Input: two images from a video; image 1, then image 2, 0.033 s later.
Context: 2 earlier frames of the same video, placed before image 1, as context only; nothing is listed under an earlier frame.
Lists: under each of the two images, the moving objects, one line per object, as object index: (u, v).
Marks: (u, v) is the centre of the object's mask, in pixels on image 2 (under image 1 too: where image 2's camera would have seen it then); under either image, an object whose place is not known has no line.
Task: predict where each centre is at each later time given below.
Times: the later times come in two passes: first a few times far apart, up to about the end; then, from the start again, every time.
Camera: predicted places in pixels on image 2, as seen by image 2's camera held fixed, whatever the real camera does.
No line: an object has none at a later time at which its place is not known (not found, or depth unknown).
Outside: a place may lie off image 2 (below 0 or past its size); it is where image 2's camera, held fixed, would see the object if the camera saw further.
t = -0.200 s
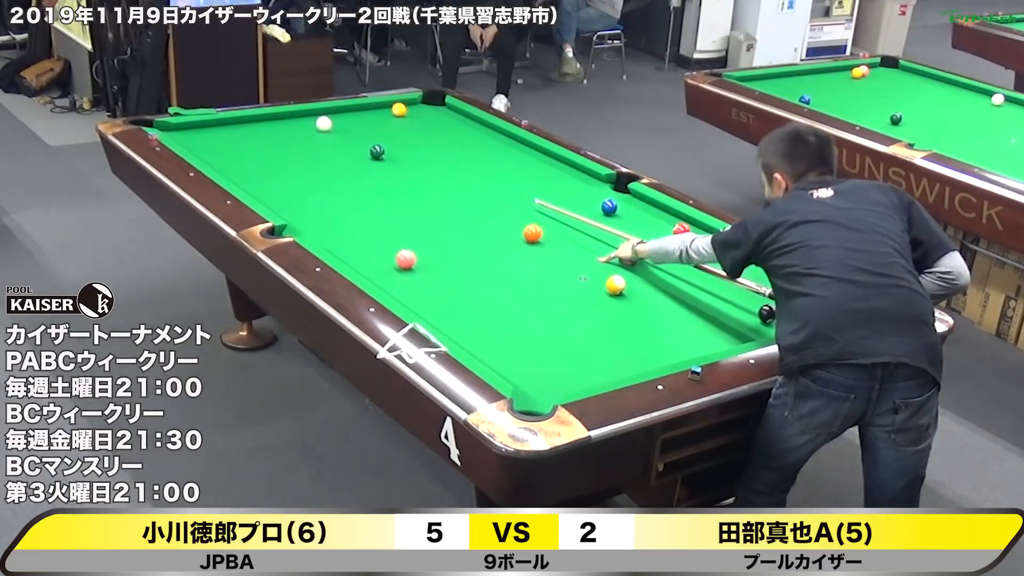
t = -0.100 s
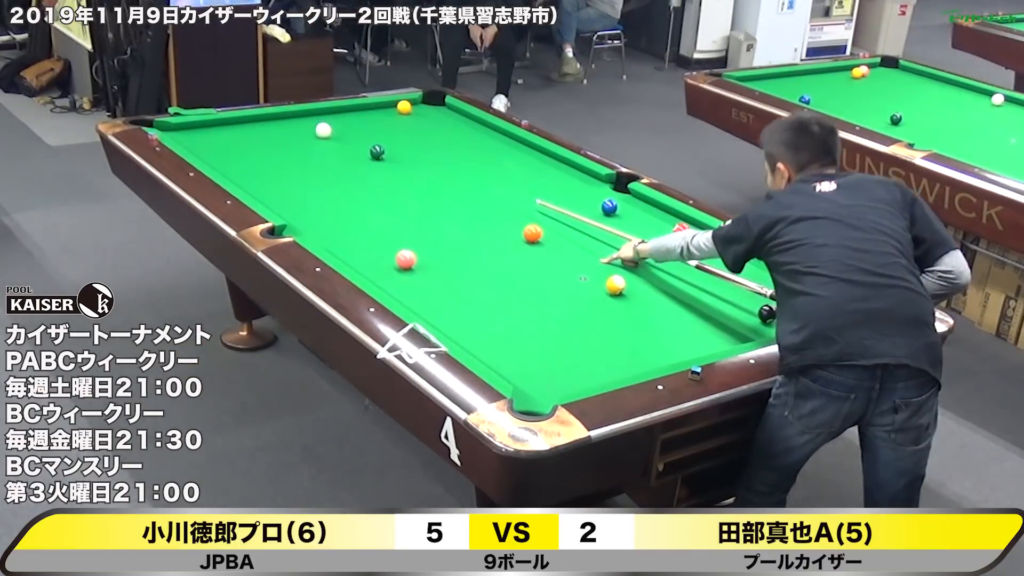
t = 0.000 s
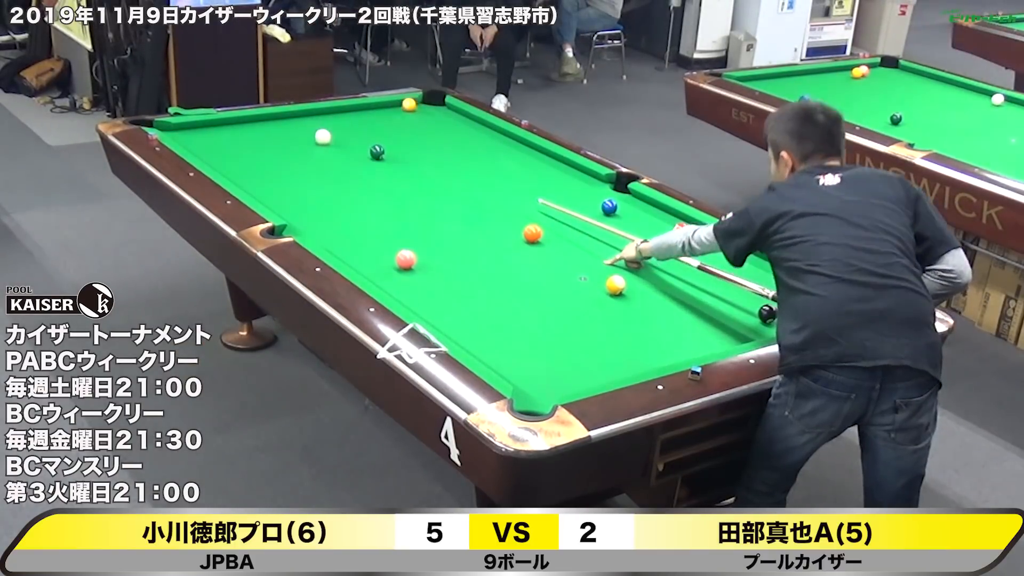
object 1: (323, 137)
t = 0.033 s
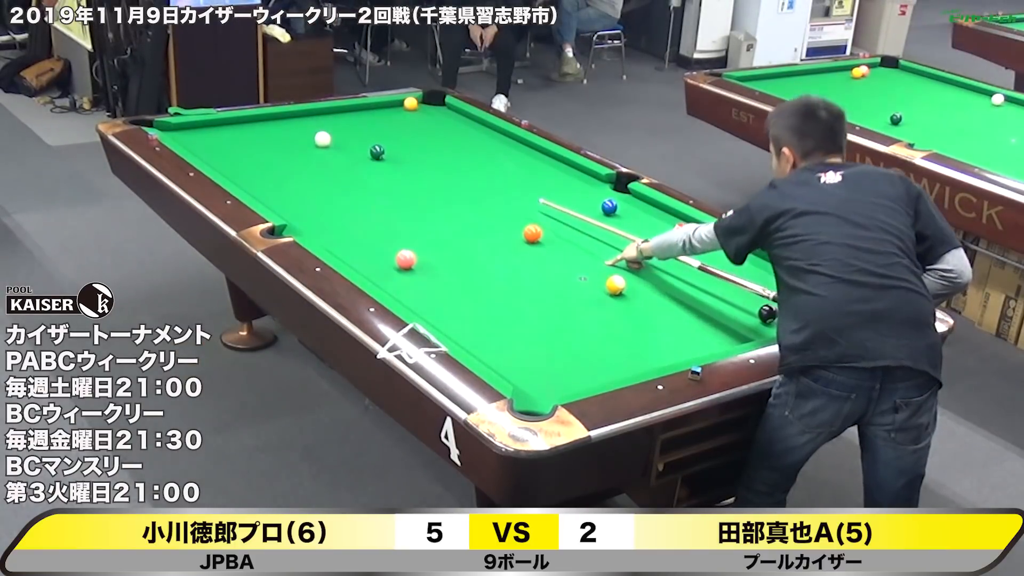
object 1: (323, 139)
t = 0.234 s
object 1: (321, 153)
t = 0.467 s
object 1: (320, 170)
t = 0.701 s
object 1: (319, 187)
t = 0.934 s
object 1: (317, 206)
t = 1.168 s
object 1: (316, 225)
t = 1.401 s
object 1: (329, 240)
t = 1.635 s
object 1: (365, 245)
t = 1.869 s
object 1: (399, 247)
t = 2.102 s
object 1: (435, 253)
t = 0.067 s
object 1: (322, 141)
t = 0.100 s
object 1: (322, 144)
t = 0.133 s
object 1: (322, 146)
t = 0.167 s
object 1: (322, 148)
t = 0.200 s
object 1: (322, 150)
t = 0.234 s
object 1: (321, 153)
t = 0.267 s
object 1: (321, 155)
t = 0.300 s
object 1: (321, 157)
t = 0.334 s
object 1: (321, 160)
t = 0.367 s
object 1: (321, 162)
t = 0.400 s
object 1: (320, 165)
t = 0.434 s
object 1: (320, 167)
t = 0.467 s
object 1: (320, 170)
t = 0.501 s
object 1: (320, 172)
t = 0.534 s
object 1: (320, 174)
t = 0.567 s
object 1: (319, 177)
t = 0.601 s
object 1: (319, 180)
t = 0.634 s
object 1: (319, 182)
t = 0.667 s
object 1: (319, 185)
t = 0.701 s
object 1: (319, 187)
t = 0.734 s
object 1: (319, 190)
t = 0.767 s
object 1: (318, 192)
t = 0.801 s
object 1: (318, 195)
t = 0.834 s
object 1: (318, 198)
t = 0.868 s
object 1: (318, 200)
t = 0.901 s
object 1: (318, 203)
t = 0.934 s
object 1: (317, 206)
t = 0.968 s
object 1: (317, 208)
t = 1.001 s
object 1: (317, 211)
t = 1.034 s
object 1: (316, 214)
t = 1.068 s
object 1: (316, 217)
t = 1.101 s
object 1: (316, 219)
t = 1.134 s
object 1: (316, 222)
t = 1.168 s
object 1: (316, 225)
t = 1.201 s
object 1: (315, 228)
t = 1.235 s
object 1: (315, 231)
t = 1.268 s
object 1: (315, 233)
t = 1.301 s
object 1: (315, 235)
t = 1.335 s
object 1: (318, 237)
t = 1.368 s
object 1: (323, 238)
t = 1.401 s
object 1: (329, 240)
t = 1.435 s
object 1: (333, 241)
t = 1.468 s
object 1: (339, 242)
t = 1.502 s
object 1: (344, 242)
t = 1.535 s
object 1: (350, 243)
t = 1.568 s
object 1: (354, 243)
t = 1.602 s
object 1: (360, 244)
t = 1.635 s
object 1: (365, 245)
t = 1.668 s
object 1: (370, 245)
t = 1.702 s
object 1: (375, 246)
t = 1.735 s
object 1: (380, 247)
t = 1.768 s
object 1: (385, 247)
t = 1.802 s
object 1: (390, 248)
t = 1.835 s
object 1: (394, 248)
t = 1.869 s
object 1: (399, 247)
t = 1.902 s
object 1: (405, 247)
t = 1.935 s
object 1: (411, 248)
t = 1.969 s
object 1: (416, 249)
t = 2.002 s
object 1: (421, 251)
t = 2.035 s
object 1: (425, 252)
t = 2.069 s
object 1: (429, 253)
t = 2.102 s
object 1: (435, 253)
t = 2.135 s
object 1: (439, 254)
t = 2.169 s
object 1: (444, 255)
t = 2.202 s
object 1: (449, 255)
